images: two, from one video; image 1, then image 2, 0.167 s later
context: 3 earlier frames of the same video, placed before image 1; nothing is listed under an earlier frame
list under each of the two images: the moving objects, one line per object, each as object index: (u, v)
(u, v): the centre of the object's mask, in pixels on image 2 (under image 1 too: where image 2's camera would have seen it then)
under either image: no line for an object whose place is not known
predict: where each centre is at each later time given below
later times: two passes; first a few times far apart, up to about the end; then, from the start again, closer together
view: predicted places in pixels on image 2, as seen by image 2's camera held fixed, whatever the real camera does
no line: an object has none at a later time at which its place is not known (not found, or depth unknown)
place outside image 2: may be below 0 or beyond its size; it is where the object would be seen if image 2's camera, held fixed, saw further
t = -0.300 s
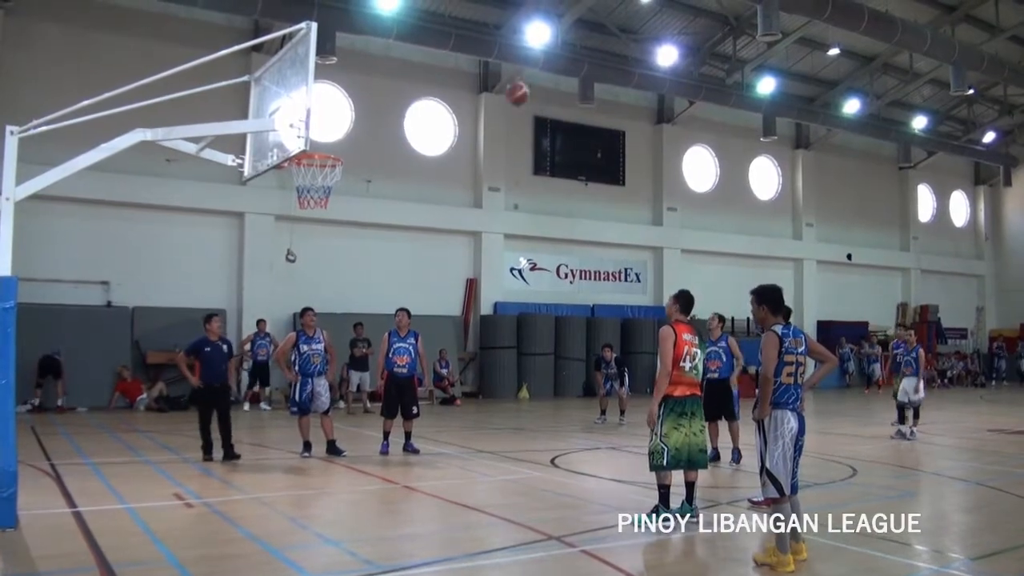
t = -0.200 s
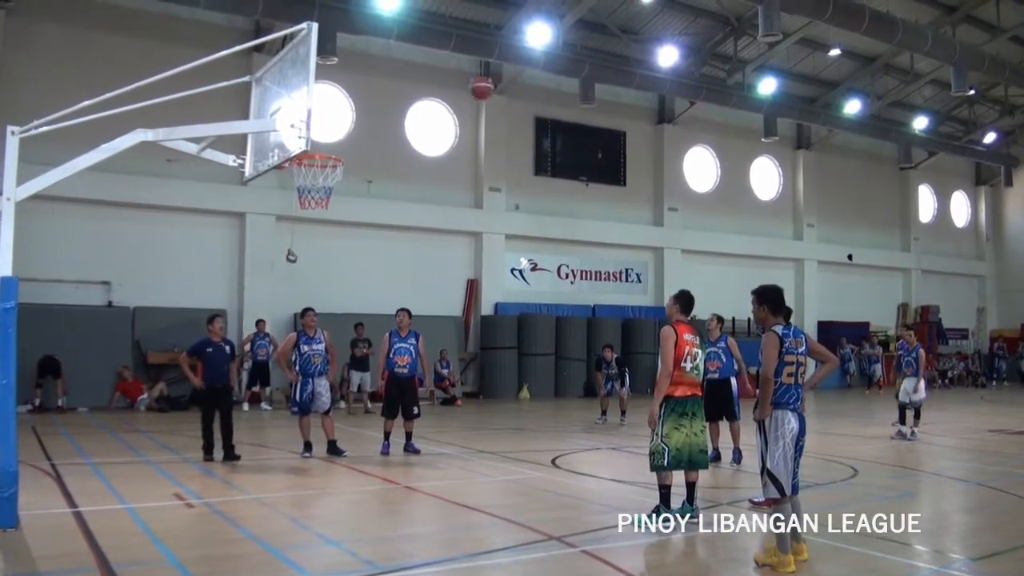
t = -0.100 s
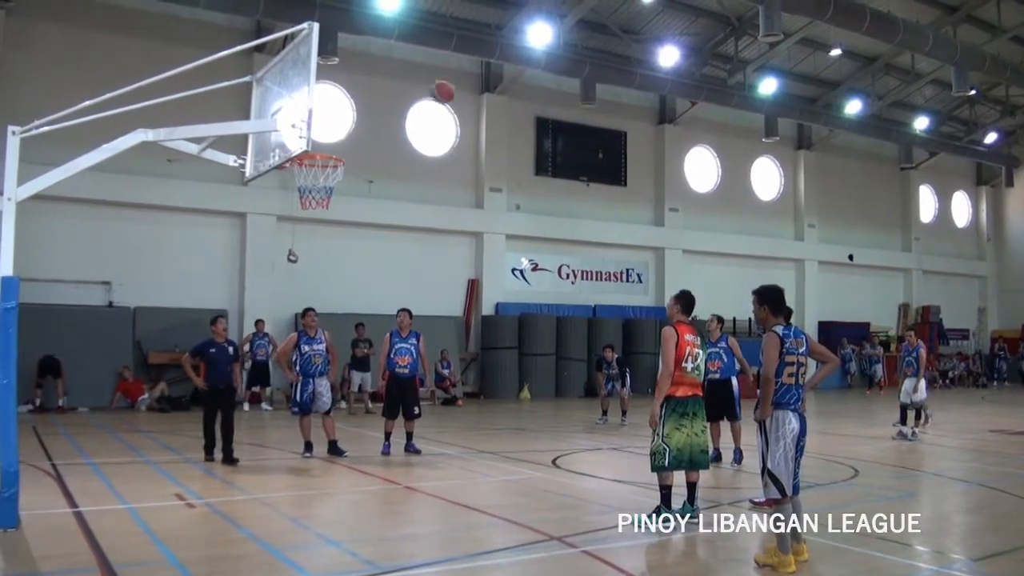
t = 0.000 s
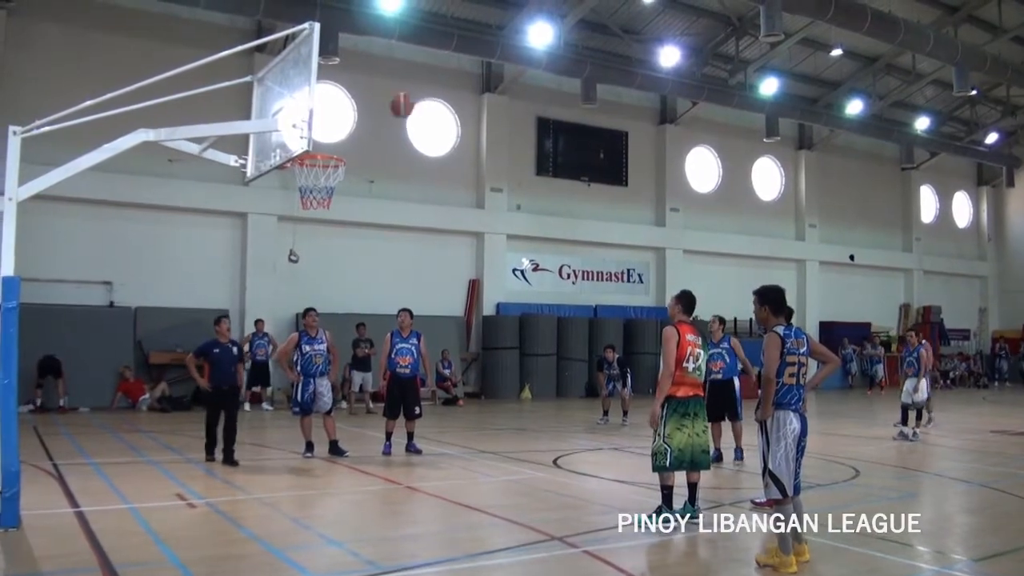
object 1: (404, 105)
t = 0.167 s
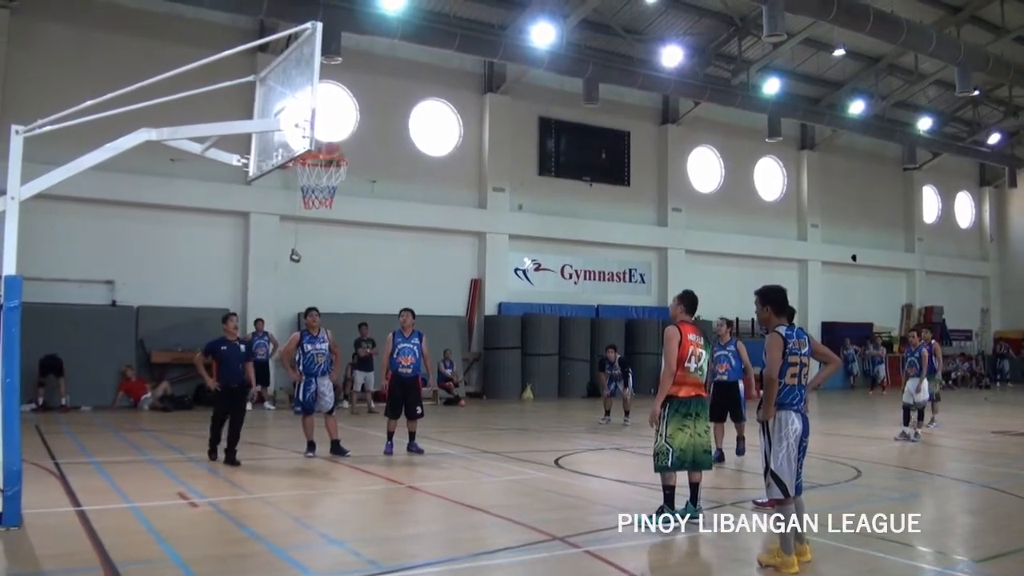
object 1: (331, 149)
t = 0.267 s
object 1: (290, 186)
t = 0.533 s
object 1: (221, 267)
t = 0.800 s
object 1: (147, 436)
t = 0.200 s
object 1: (317, 169)
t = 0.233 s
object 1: (299, 183)
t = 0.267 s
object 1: (290, 186)
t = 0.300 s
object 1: (282, 191)
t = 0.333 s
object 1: (274, 198)
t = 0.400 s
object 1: (257, 216)
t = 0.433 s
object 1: (248, 227)
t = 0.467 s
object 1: (239, 240)
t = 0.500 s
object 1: (229, 252)
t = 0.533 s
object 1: (221, 267)
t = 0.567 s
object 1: (212, 284)
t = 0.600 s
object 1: (203, 299)
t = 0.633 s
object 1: (194, 320)
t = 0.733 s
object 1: (165, 386)
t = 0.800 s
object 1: (147, 436)
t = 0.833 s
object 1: (136, 464)
